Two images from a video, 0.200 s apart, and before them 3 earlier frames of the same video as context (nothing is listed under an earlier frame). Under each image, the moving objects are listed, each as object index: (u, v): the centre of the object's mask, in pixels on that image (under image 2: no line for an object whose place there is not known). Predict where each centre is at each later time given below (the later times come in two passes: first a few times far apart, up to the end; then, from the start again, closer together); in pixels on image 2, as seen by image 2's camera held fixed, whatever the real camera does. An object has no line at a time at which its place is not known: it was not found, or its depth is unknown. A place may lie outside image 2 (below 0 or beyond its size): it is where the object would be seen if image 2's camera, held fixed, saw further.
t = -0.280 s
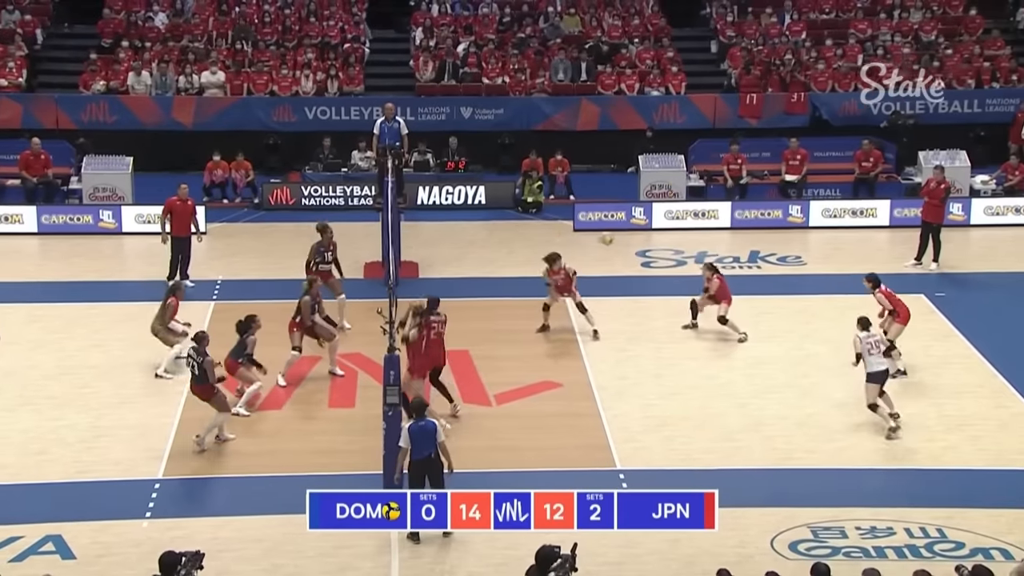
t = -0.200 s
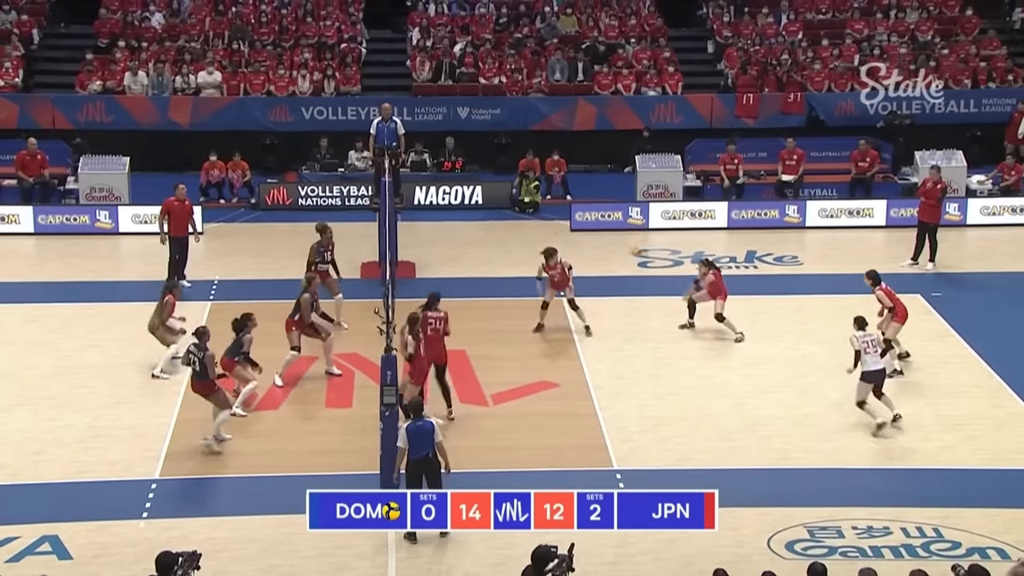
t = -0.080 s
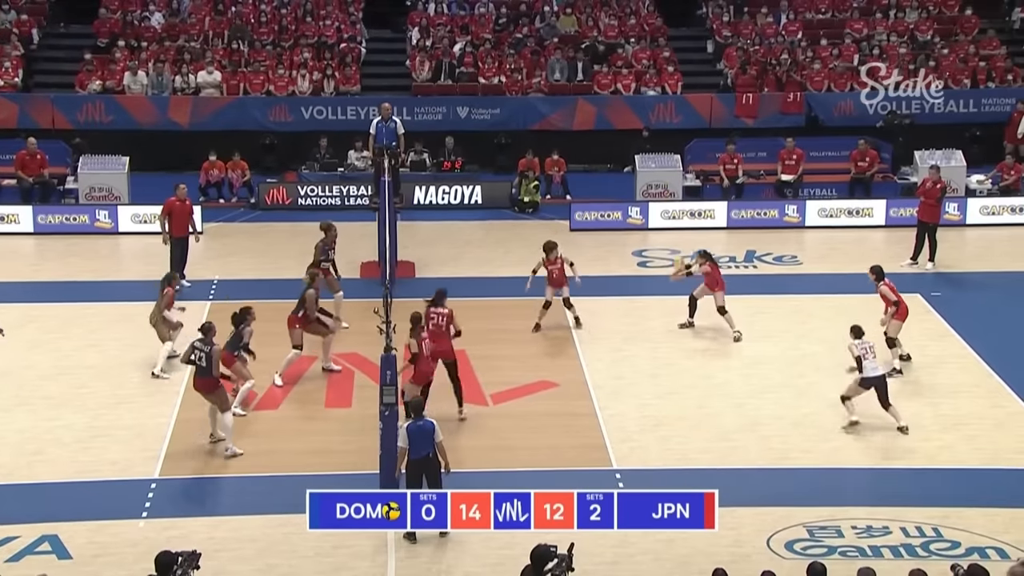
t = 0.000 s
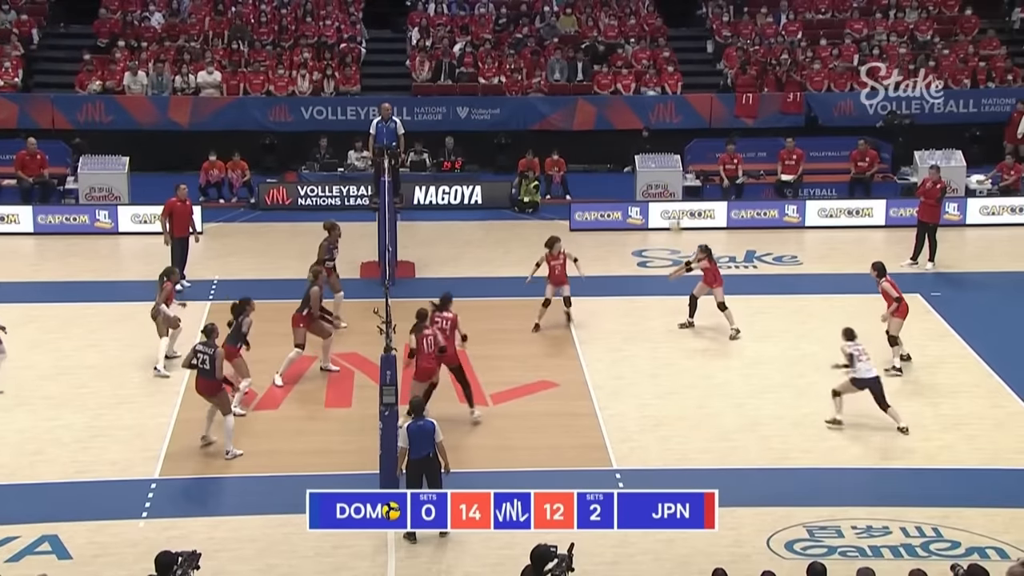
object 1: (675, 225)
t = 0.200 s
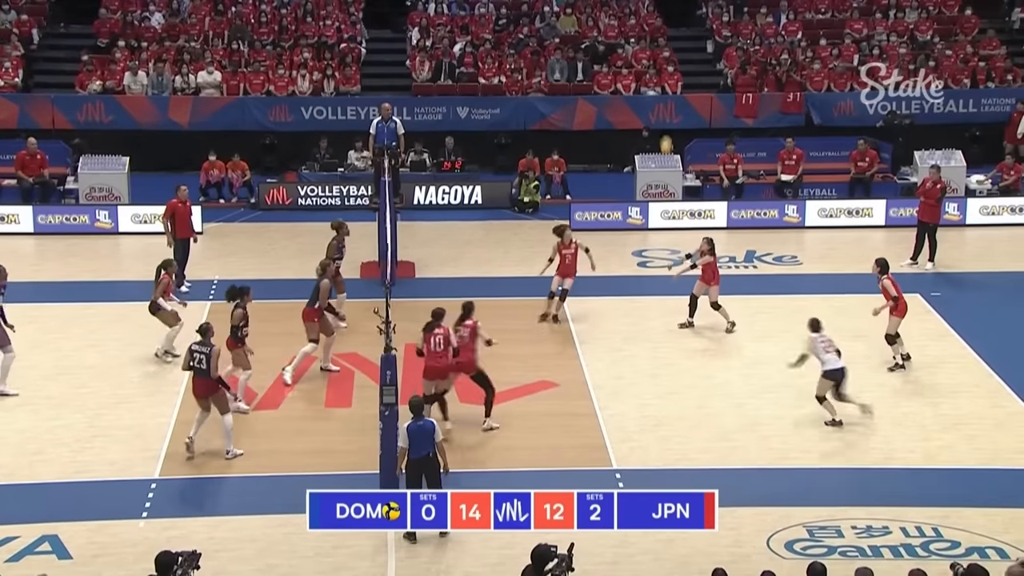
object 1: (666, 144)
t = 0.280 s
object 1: (663, 122)
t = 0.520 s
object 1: (655, 69)
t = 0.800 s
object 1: (645, 53)
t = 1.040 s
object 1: (635, 77)
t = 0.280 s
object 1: (663, 122)
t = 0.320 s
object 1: (661, 110)
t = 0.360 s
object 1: (659, 100)
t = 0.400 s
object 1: (658, 90)
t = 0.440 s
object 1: (657, 83)
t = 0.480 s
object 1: (656, 75)
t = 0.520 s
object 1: (655, 69)
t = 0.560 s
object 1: (653, 64)
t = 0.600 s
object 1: (651, 59)
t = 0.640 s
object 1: (650, 56)
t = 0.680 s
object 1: (649, 54)
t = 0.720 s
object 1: (647, 53)
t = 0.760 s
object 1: (646, 52)
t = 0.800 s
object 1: (645, 53)
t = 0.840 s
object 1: (643, 55)
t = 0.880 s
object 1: (641, 57)
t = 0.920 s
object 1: (640, 60)
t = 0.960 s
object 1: (638, 66)
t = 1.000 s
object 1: (637, 72)
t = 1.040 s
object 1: (635, 77)
